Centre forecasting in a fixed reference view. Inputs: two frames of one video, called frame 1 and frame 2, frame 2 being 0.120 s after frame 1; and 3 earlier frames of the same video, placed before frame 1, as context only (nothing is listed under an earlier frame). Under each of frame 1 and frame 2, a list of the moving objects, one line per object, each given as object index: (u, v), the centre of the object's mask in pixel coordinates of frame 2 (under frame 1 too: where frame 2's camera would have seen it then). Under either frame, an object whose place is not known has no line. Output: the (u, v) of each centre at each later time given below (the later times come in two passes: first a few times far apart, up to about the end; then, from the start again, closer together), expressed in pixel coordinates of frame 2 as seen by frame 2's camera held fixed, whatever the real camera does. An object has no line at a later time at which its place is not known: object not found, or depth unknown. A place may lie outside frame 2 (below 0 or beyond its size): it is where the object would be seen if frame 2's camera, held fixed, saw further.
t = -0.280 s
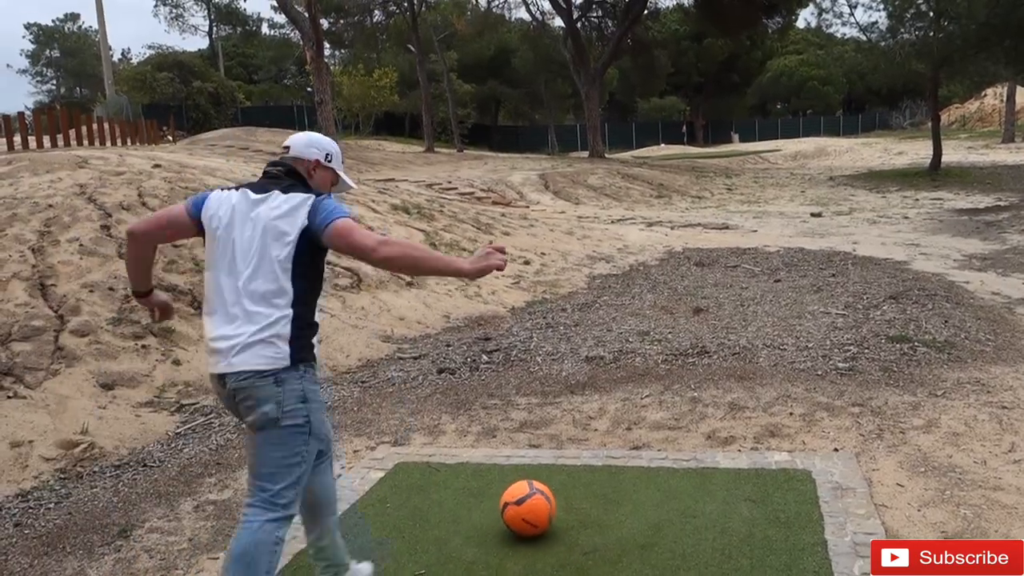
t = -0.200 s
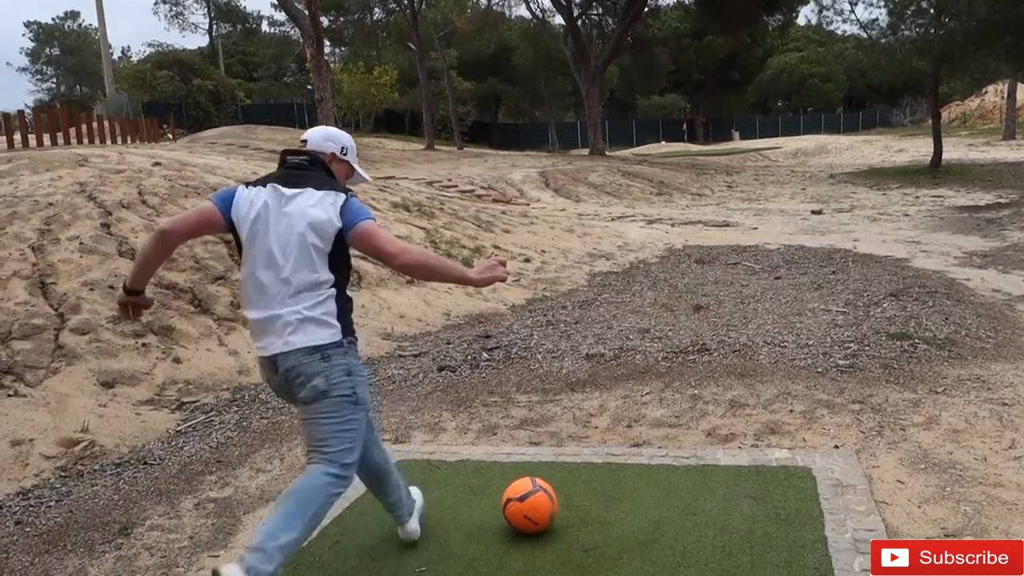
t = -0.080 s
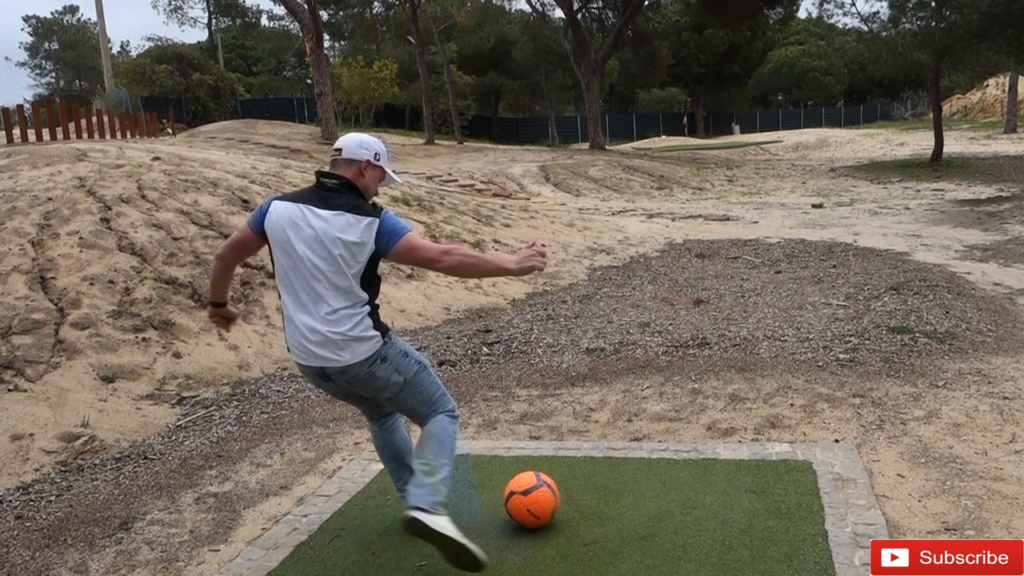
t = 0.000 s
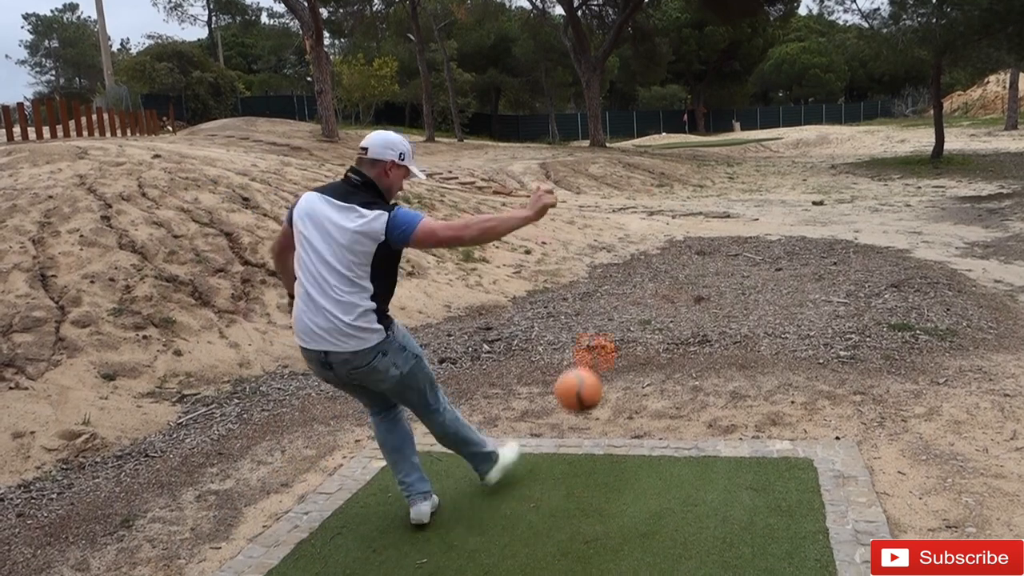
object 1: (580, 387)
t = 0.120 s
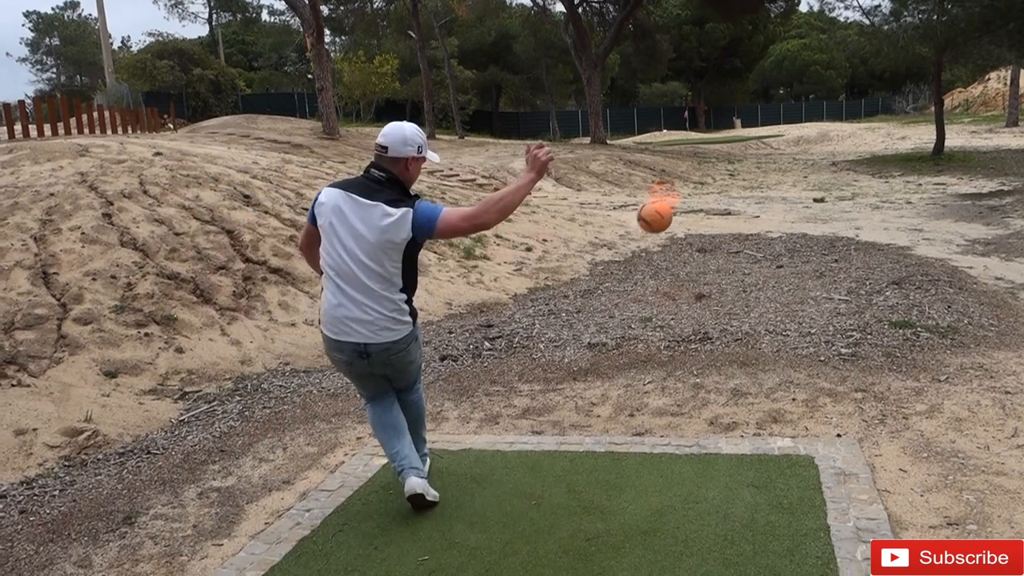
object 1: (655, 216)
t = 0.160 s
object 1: (672, 180)
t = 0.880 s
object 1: (797, 73)
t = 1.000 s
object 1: (806, 90)
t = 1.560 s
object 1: (835, 157)
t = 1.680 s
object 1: (840, 143)
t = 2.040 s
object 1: (855, 142)
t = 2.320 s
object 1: (862, 153)
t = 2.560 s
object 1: (862, 140)
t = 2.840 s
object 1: (863, 152)
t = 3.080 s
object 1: (860, 151)
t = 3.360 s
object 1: (856, 155)
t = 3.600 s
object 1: (854, 155)
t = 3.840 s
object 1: (850, 153)
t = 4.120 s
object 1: (848, 153)
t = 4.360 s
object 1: (845, 152)
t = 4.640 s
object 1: (844, 151)
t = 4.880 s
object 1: (842, 151)
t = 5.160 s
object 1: (842, 150)
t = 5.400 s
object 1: (842, 149)
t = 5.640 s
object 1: (842, 149)
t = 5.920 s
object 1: (843, 148)
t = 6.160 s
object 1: (844, 149)
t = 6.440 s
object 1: (846, 148)
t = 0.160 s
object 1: (672, 180)
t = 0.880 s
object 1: (797, 73)
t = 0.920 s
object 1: (800, 78)
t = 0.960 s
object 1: (803, 84)
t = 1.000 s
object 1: (806, 90)
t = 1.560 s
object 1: (835, 157)
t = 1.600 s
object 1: (837, 151)
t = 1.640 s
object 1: (839, 147)
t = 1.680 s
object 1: (840, 143)
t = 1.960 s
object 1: (852, 137)
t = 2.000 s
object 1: (854, 140)
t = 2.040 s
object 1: (855, 142)
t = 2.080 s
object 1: (856, 145)
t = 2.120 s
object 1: (858, 149)
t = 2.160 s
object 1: (859, 153)
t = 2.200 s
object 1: (860, 159)
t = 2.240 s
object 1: (861, 160)
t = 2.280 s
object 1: (861, 156)
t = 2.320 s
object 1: (862, 153)
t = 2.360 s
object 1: (862, 149)
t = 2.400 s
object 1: (862, 145)
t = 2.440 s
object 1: (862, 143)
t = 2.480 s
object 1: (862, 141)
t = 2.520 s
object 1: (862, 141)
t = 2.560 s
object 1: (862, 140)
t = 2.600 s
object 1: (862, 140)
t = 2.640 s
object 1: (862, 140)
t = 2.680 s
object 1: (862, 141)
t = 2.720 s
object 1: (862, 143)
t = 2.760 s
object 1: (863, 145)
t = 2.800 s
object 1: (863, 148)
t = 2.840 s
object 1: (863, 152)
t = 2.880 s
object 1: (862, 156)
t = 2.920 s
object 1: (862, 156)
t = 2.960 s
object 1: (862, 154)
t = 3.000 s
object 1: (861, 153)
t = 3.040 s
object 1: (861, 152)
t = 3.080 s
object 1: (860, 151)
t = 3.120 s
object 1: (860, 151)
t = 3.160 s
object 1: (859, 152)
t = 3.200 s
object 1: (858, 153)
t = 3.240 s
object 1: (858, 155)
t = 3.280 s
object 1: (857, 156)
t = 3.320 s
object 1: (857, 155)
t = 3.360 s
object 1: (856, 155)
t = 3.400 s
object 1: (856, 155)
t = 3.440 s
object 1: (856, 155)
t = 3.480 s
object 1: (855, 155)
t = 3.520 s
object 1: (855, 155)
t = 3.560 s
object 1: (854, 154)
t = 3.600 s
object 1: (854, 155)
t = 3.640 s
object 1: (852, 154)
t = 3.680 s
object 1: (852, 154)
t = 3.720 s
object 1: (851, 153)
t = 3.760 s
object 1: (851, 154)
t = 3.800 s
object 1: (851, 154)
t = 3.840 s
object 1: (850, 153)
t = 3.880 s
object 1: (850, 153)
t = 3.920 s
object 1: (850, 153)
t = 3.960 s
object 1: (849, 153)
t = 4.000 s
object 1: (848, 153)
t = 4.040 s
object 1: (848, 152)
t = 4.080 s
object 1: (848, 153)
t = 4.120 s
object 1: (848, 153)
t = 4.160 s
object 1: (847, 152)
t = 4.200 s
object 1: (847, 152)
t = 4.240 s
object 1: (846, 152)
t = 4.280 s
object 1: (846, 152)
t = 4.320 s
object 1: (845, 152)
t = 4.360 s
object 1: (845, 152)
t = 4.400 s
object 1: (845, 152)
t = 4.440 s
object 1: (845, 152)
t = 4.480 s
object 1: (844, 151)
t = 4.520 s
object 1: (844, 151)
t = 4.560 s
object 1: (844, 151)
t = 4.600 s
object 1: (843, 151)
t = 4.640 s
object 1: (844, 151)
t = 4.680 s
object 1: (843, 151)
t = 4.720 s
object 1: (843, 151)
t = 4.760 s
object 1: (843, 151)
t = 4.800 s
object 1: (843, 151)
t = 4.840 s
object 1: (842, 151)
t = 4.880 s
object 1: (842, 151)
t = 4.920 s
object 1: (842, 151)
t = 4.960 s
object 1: (842, 151)
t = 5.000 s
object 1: (842, 151)
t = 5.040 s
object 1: (842, 151)
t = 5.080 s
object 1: (842, 151)
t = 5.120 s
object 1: (842, 150)
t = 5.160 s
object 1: (842, 150)
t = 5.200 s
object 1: (842, 150)
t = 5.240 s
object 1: (842, 150)
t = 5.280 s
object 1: (842, 149)
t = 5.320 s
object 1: (842, 149)
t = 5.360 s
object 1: (842, 149)
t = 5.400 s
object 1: (842, 149)
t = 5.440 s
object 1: (842, 149)
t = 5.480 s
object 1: (842, 149)
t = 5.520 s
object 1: (842, 149)
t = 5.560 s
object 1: (842, 149)
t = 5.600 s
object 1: (842, 149)
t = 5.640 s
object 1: (842, 149)
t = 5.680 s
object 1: (842, 149)
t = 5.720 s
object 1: (842, 149)
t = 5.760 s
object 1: (842, 149)
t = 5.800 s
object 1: (842, 149)
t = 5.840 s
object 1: (843, 148)
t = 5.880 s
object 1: (843, 148)
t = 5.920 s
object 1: (843, 148)
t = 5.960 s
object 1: (843, 148)
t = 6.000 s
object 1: (843, 148)
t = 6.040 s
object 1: (844, 148)
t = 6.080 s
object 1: (844, 149)
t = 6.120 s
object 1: (844, 149)
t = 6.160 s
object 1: (844, 149)
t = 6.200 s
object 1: (844, 148)
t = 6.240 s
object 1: (845, 149)
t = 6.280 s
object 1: (845, 149)
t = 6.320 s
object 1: (845, 149)
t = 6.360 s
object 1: (846, 149)
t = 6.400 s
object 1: (846, 148)
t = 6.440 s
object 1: (846, 148)
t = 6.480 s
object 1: (846, 148)
